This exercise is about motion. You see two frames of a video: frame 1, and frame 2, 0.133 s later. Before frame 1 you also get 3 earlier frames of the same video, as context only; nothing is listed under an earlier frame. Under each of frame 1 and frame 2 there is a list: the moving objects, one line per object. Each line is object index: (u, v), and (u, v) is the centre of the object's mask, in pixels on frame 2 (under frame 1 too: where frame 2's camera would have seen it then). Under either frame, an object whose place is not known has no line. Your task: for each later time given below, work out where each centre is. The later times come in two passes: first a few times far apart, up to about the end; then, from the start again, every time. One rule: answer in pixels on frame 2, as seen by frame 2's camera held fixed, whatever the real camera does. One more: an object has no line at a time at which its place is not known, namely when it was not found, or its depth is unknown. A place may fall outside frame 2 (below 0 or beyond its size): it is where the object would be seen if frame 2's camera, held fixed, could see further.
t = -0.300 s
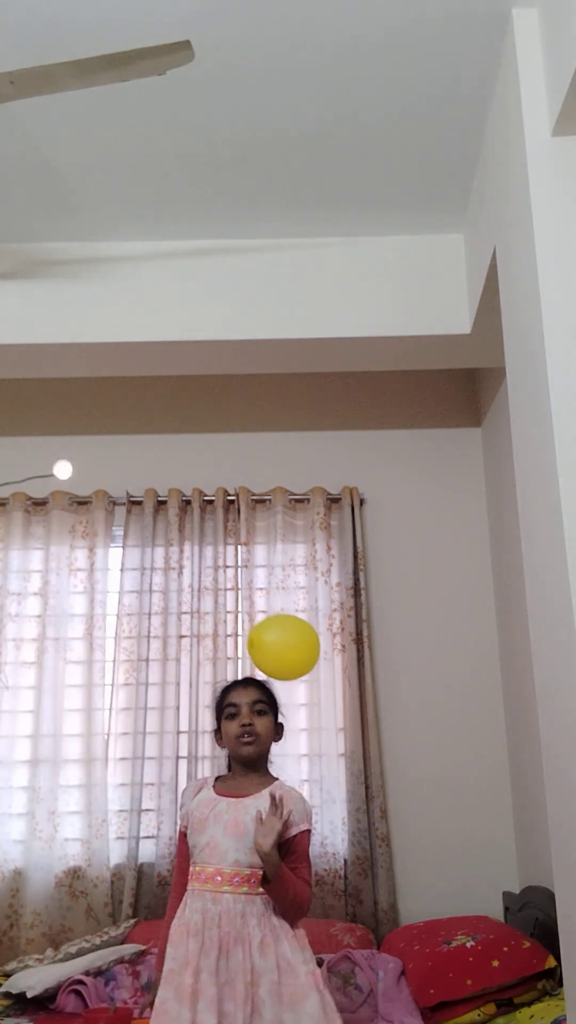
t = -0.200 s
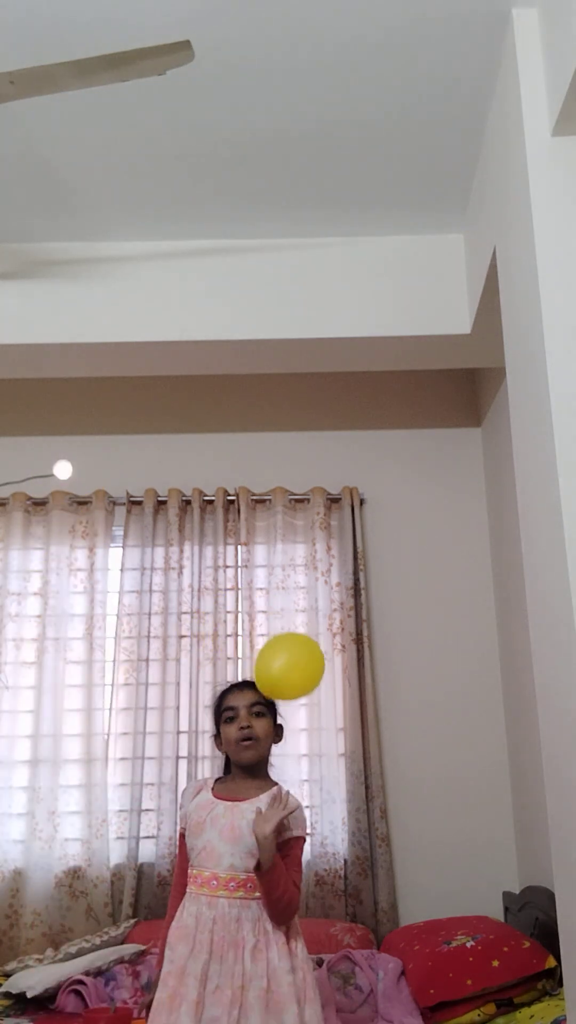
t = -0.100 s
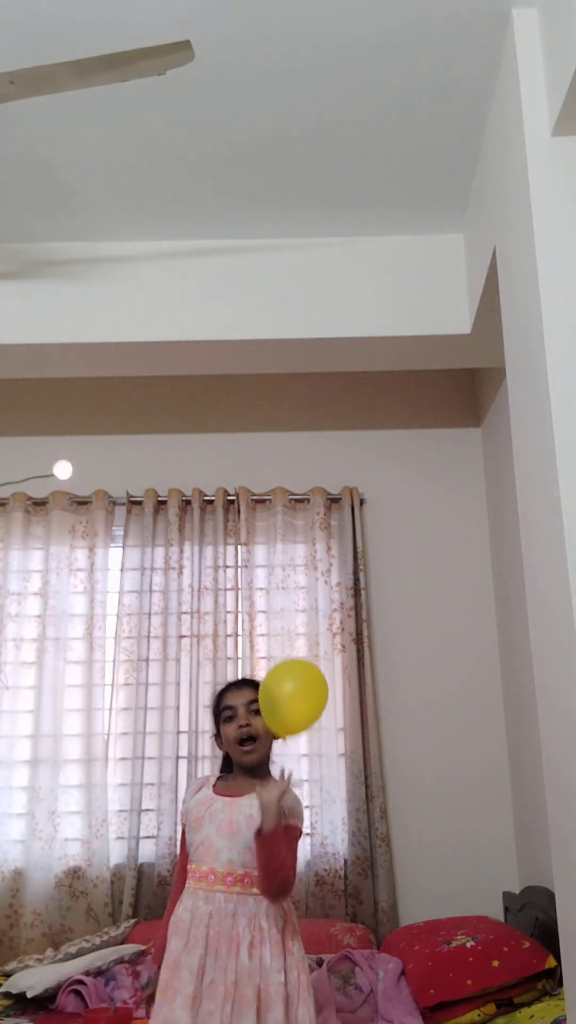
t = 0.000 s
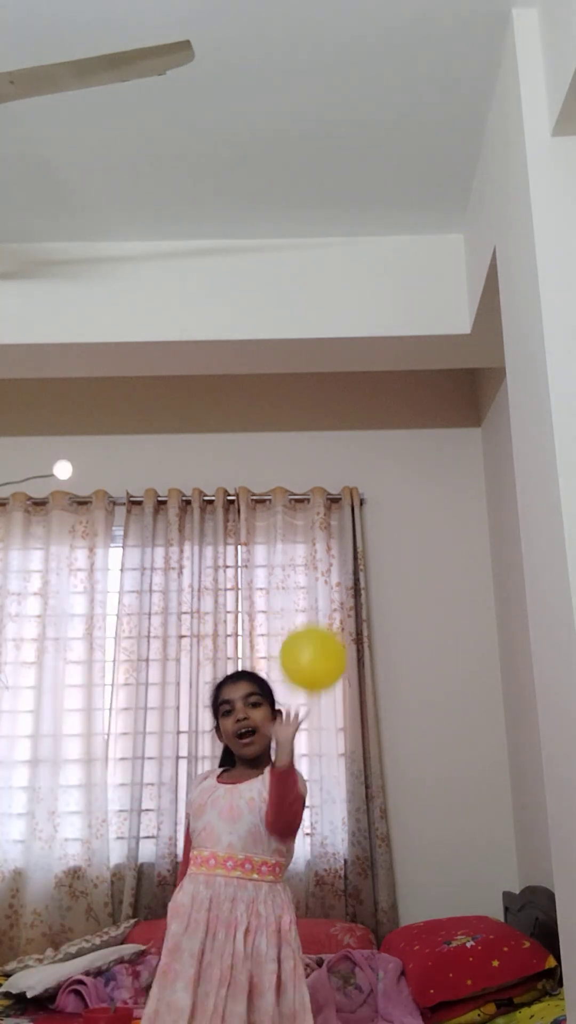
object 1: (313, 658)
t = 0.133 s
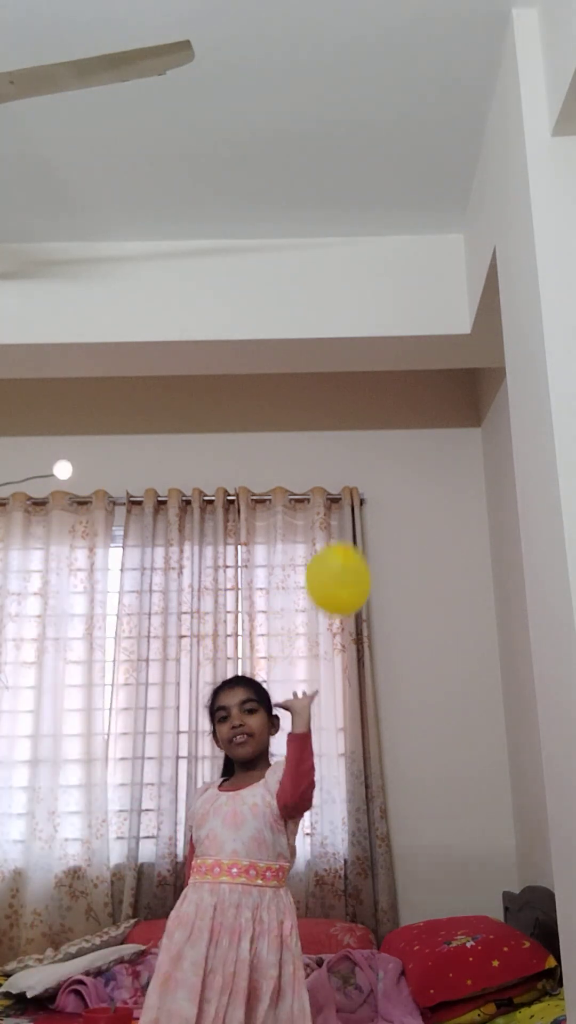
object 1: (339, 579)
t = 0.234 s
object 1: (352, 537)
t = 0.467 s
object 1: (375, 493)
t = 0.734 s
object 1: (403, 499)
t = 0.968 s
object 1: (424, 548)
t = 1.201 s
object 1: (438, 636)
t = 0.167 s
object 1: (343, 564)
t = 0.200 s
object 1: (348, 550)
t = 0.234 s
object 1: (352, 537)
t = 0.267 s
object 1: (355, 527)
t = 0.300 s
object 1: (359, 518)
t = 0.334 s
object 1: (362, 510)
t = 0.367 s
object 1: (366, 504)
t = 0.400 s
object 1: (369, 499)
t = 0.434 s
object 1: (372, 496)
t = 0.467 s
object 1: (375, 493)
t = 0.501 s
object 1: (378, 492)
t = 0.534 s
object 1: (382, 491)
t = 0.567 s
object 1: (385, 491)
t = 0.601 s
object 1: (388, 491)
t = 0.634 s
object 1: (392, 492)
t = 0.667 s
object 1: (395, 493)
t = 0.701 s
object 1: (399, 496)
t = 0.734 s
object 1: (403, 499)
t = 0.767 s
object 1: (406, 503)
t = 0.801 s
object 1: (410, 508)
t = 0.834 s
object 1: (413, 515)
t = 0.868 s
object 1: (416, 522)
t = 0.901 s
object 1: (419, 530)
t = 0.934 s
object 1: (422, 538)
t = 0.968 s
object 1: (424, 548)
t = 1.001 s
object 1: (427, 558)
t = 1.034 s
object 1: (429, 568)
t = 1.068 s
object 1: (431, 581)
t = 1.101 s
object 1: (434, 593)
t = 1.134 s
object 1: (435, 607)
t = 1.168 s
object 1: (437, 620)
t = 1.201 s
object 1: (438, 636)
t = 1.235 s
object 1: (440, 651)
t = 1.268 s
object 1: (440, 666)
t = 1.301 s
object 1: (441, 681)
